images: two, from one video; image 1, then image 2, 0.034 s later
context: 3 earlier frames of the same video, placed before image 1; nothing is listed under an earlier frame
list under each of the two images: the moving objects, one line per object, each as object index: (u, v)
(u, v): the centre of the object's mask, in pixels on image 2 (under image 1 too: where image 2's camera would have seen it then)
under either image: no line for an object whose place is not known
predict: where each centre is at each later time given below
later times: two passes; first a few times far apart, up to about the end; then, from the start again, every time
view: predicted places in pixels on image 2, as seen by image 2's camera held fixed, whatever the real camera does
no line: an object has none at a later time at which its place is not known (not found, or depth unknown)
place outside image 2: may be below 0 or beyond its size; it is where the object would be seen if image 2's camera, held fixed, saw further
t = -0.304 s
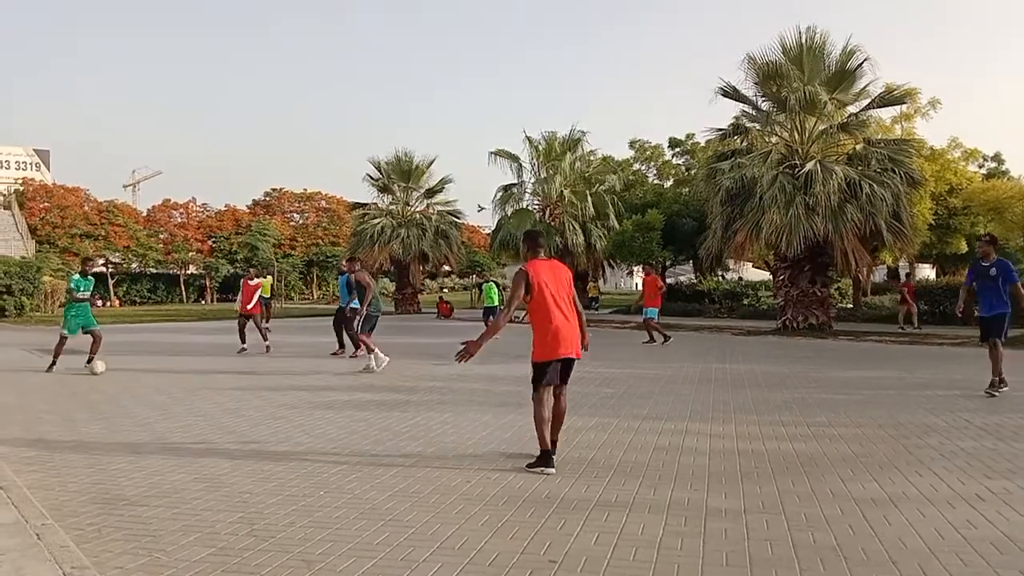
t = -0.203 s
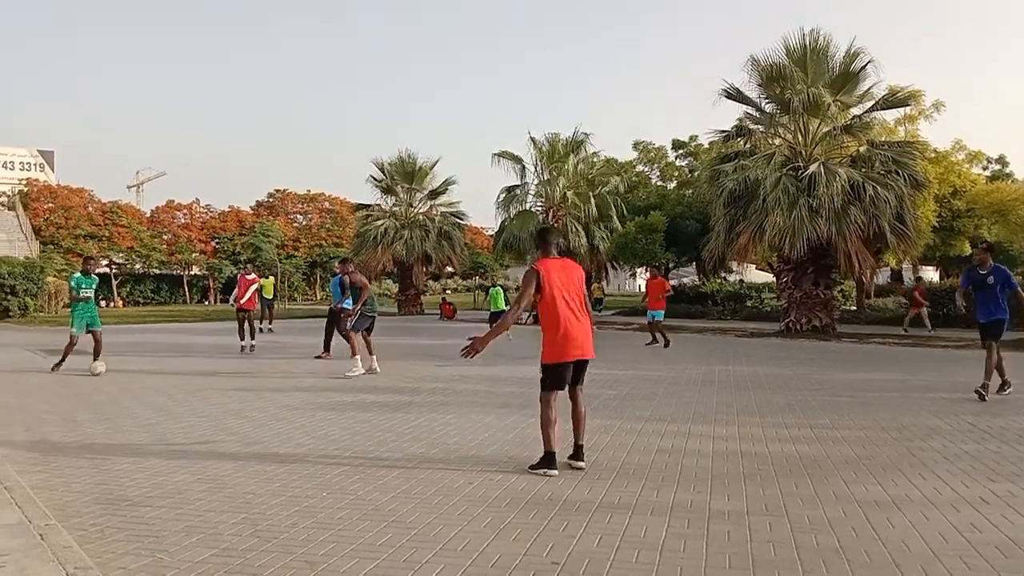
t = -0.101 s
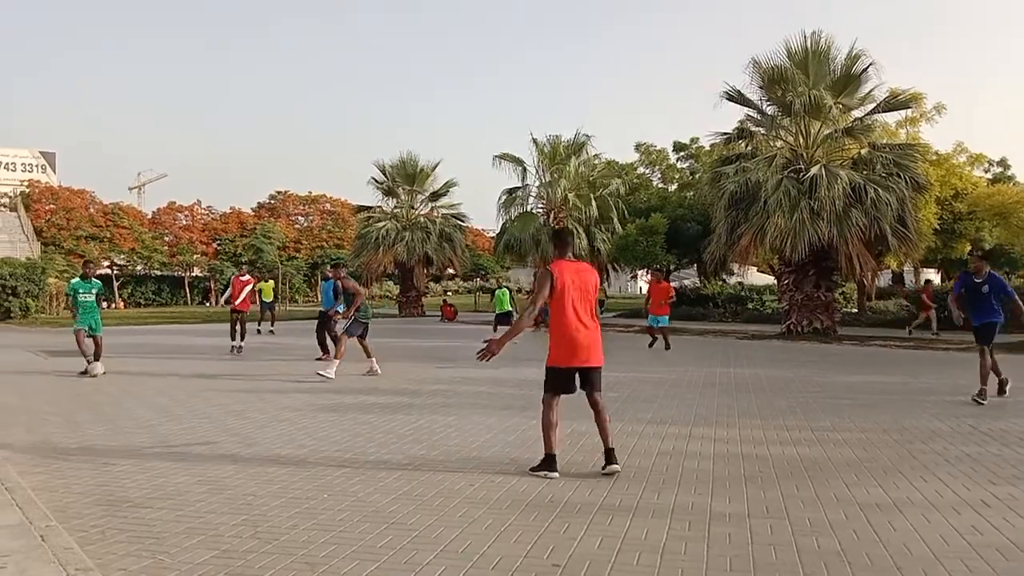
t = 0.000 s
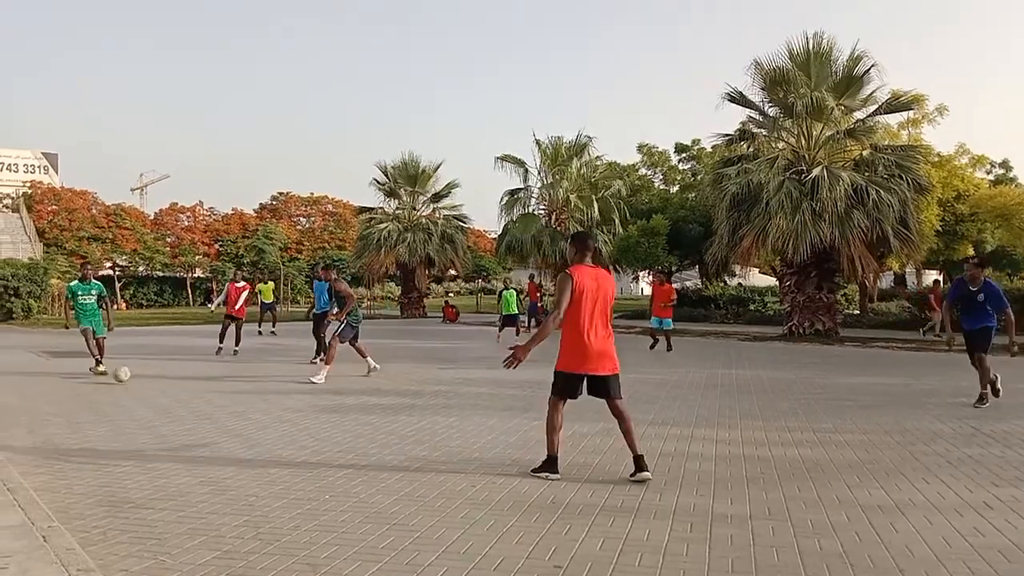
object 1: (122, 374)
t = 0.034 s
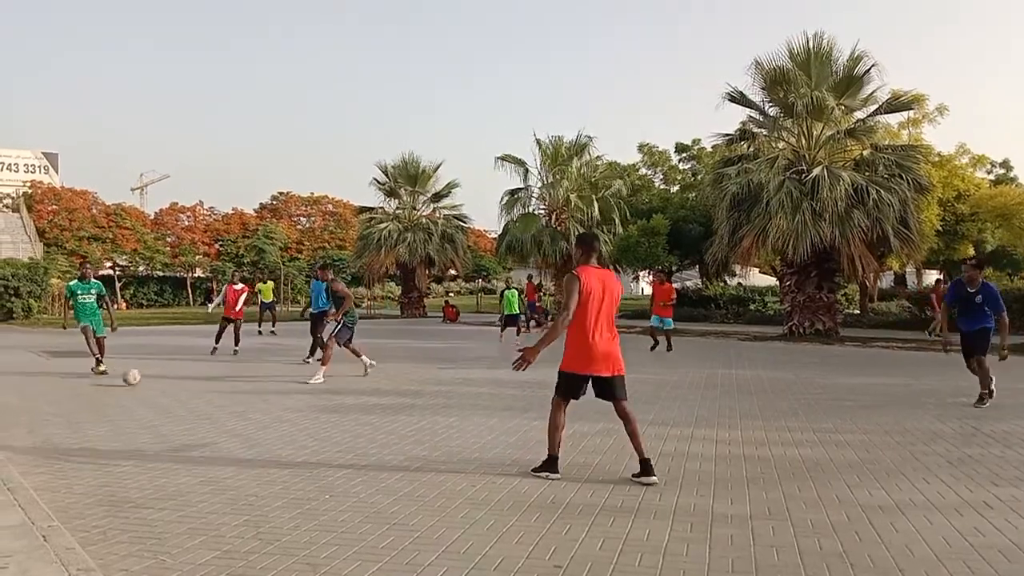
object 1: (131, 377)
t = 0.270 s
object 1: (208, 395)
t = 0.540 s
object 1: (322, 421)
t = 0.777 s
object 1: (454, 450)
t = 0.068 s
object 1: (142, 381)
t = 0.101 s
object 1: (151, 383)
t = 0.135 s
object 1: (162, 385)
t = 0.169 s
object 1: (172, 387)
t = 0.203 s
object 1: (184, 389)
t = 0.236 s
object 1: (195, 392)
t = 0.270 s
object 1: (208, 395)
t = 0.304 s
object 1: (220, 397)
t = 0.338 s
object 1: (233, 400)
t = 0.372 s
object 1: (247, 403)
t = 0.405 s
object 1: (261, 407)
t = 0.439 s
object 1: (275, 410)
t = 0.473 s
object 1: (291, 414)
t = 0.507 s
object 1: (307, 417)
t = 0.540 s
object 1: (322, 421)
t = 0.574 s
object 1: (338, 425)
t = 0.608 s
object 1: (356, 427)
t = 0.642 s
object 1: (374, 433)
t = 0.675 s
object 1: (393, 437)
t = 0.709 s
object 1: (413, 440)
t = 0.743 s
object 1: (433, 444)
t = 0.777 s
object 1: (454, 450)
